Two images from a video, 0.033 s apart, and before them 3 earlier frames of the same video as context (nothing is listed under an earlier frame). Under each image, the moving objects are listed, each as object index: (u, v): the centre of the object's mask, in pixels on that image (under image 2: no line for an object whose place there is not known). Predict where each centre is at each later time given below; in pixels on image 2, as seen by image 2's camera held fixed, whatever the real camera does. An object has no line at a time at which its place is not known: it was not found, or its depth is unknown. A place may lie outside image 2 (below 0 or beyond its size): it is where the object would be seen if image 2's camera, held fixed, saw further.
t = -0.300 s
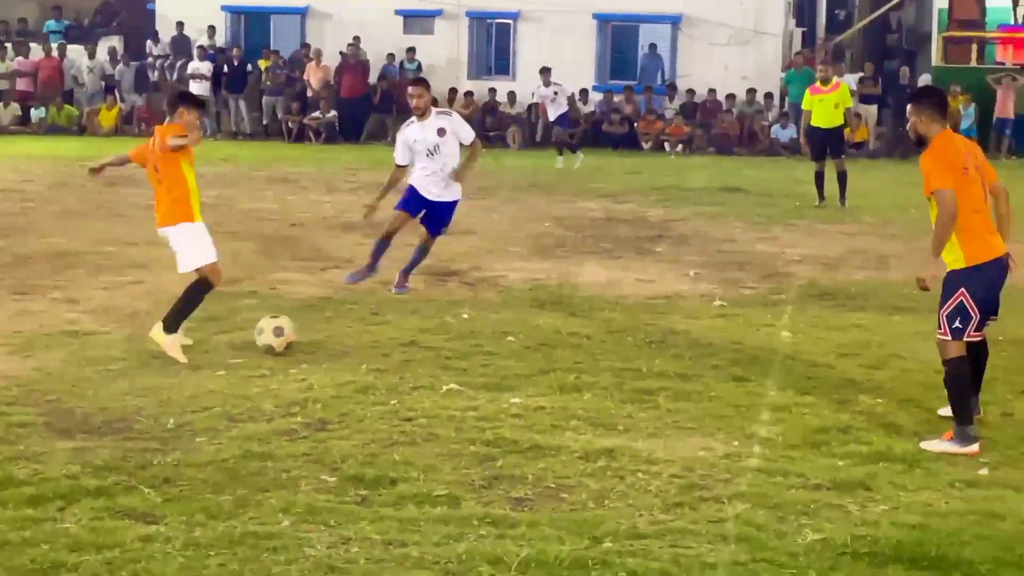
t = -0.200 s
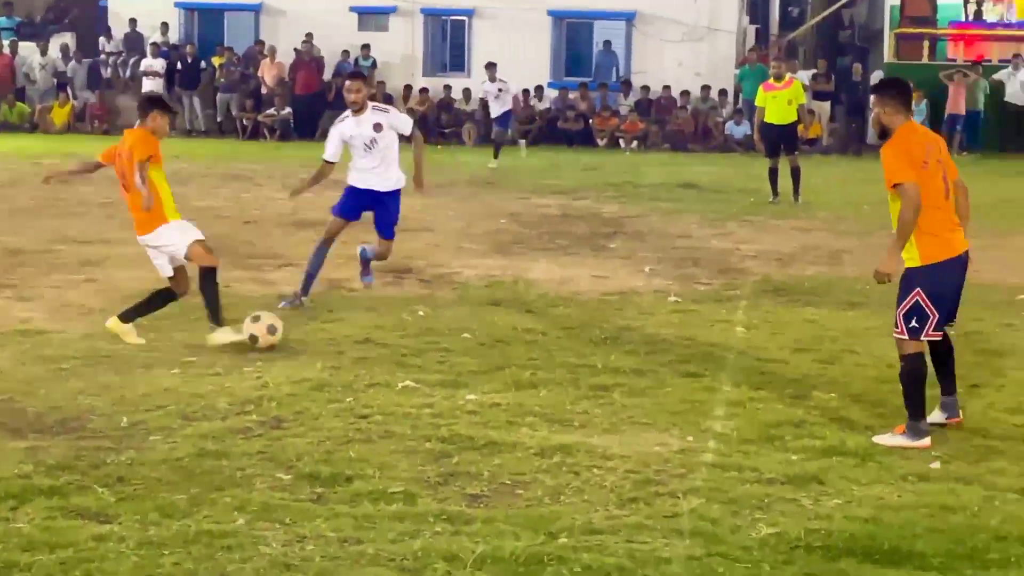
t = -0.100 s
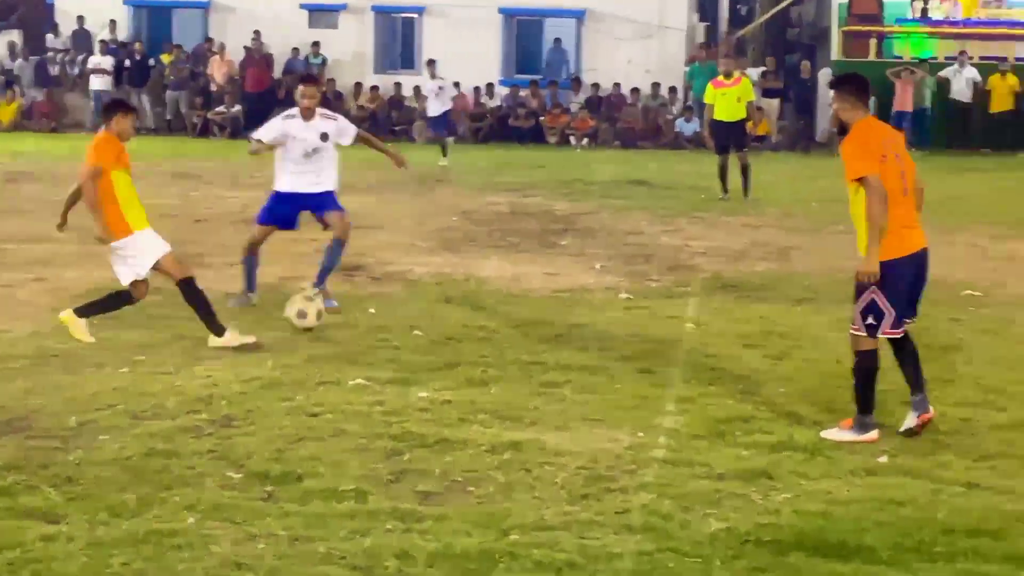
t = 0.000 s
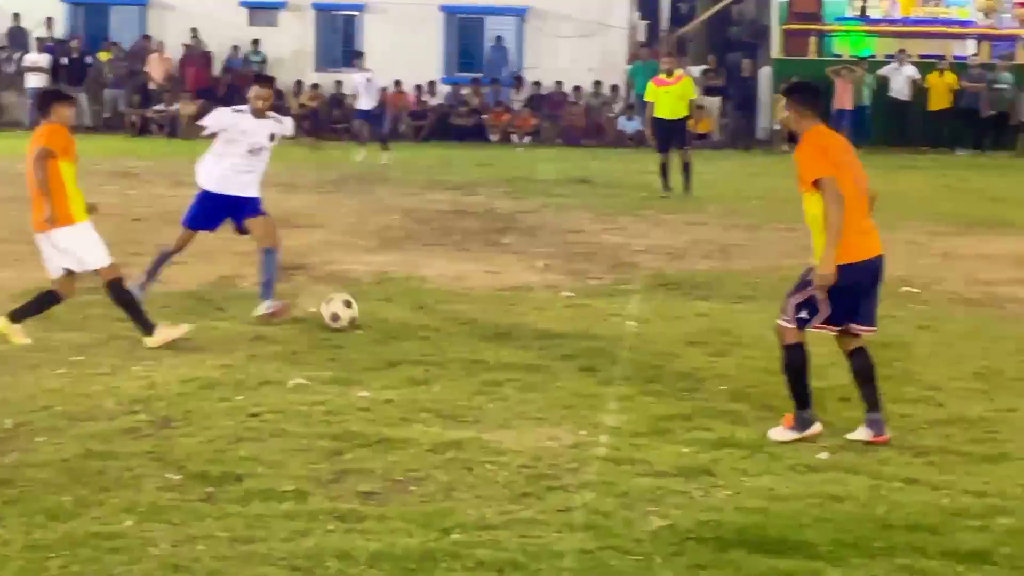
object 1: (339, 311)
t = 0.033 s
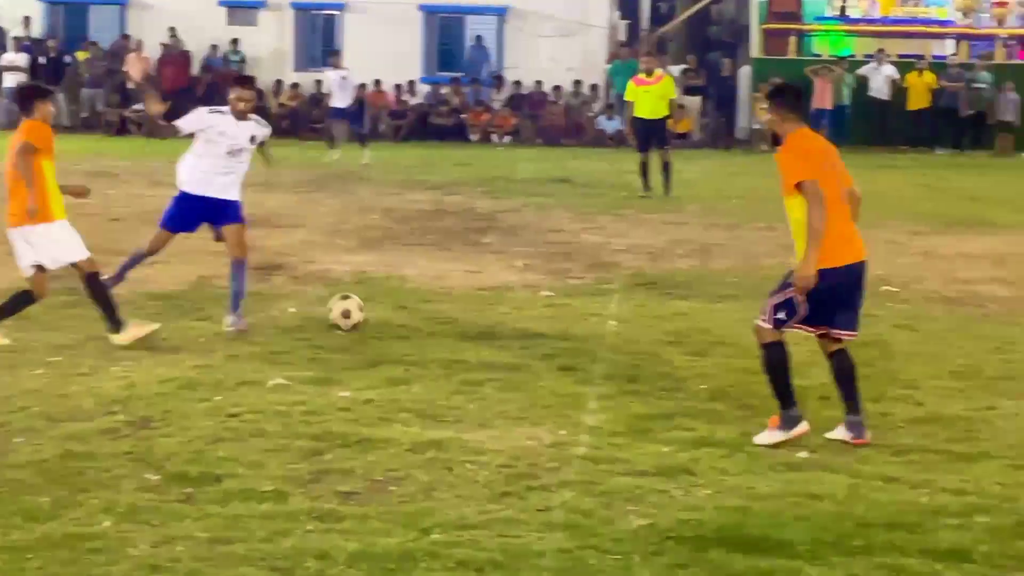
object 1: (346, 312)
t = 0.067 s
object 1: (365, 305)
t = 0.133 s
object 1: (407, 300)
